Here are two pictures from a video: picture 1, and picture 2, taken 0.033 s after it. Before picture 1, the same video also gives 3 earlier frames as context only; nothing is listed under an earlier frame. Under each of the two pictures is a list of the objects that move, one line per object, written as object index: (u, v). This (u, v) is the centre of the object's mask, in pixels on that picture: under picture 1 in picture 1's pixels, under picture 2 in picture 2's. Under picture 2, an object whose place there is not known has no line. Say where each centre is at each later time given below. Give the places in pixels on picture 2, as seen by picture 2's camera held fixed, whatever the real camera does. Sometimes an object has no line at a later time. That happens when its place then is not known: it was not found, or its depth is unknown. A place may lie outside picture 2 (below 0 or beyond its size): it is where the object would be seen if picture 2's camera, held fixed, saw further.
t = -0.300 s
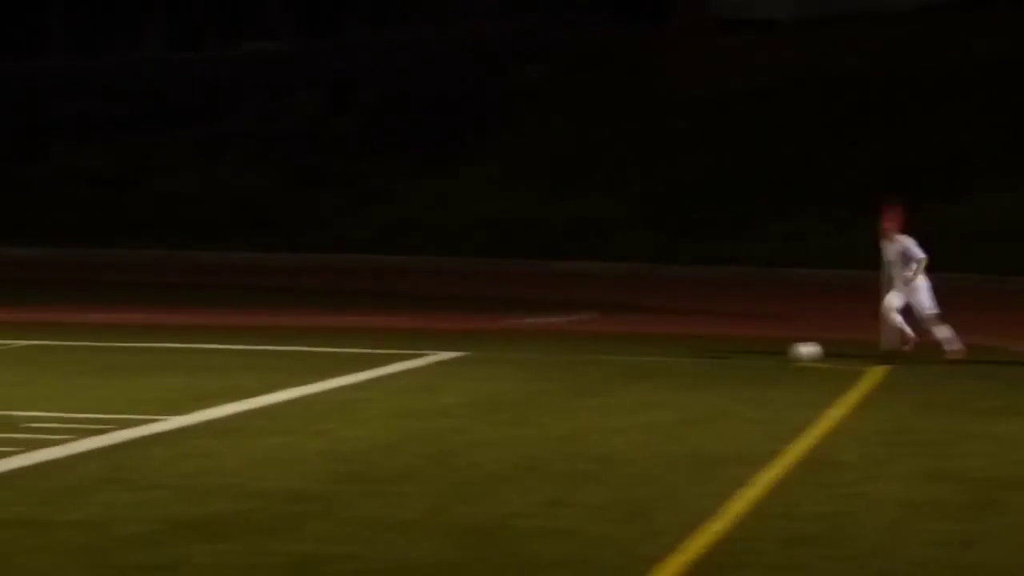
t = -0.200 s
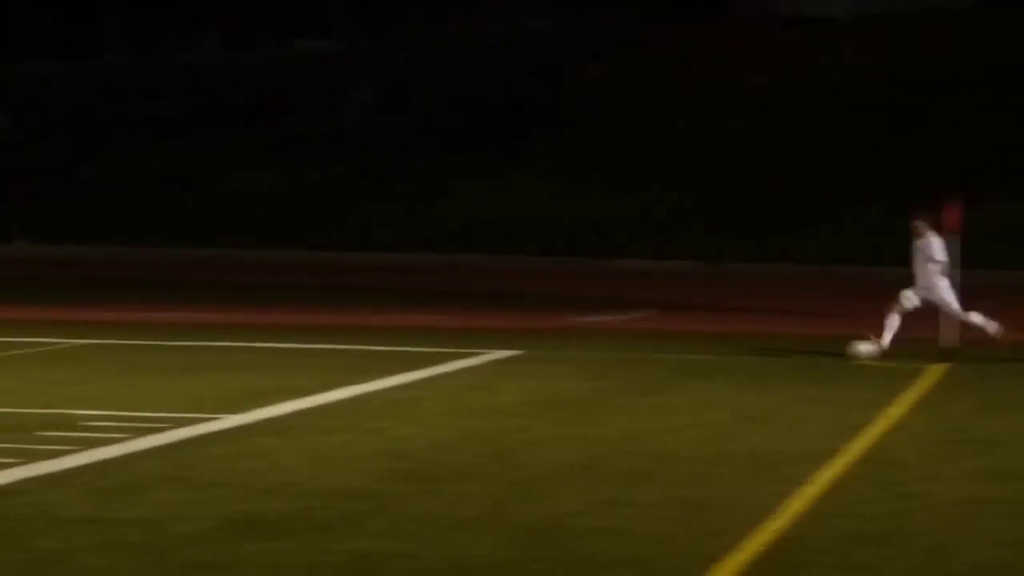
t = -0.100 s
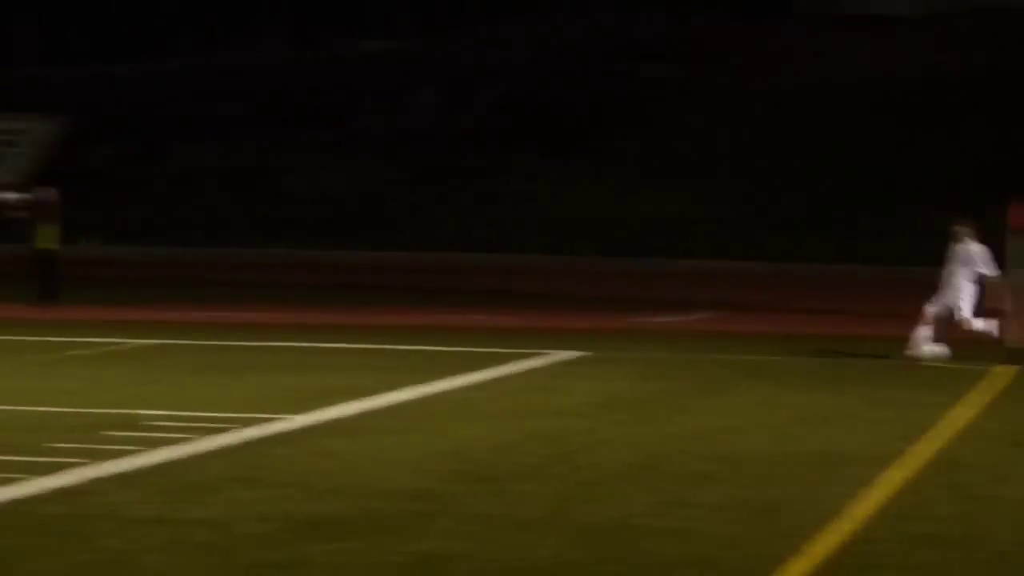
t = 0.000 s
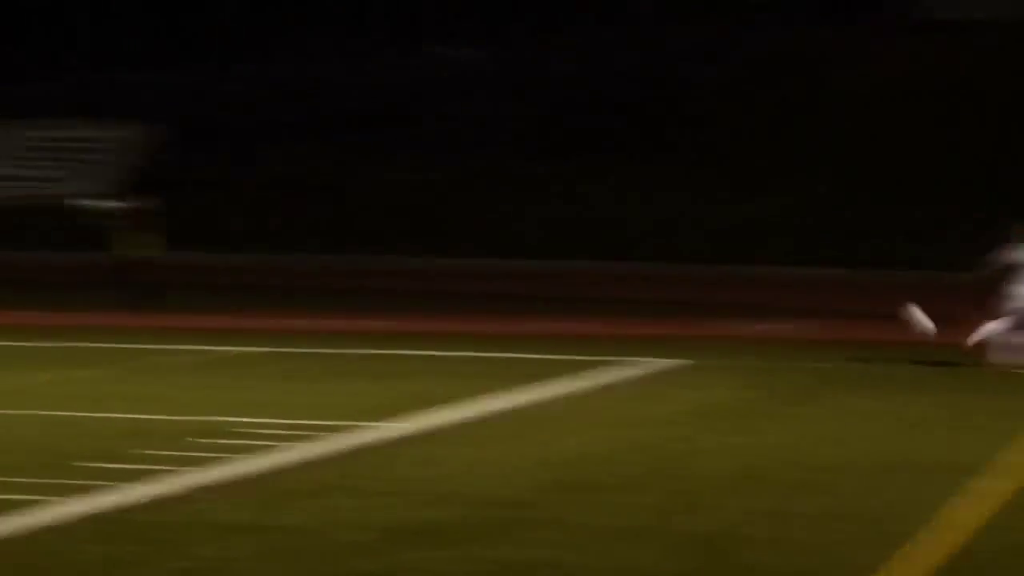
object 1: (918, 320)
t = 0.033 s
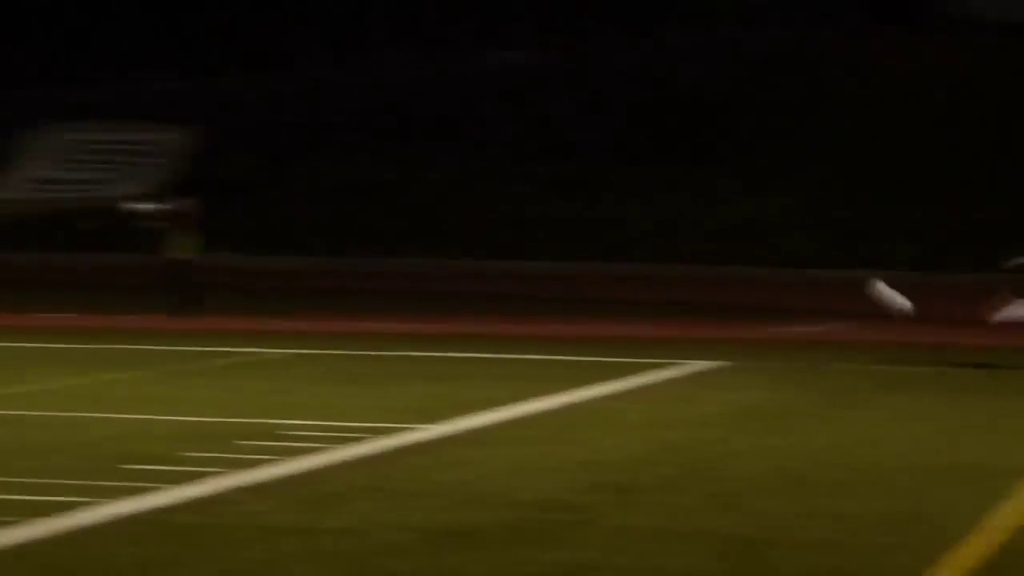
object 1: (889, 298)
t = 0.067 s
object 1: (820, 273)
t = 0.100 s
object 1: (753, 249)
